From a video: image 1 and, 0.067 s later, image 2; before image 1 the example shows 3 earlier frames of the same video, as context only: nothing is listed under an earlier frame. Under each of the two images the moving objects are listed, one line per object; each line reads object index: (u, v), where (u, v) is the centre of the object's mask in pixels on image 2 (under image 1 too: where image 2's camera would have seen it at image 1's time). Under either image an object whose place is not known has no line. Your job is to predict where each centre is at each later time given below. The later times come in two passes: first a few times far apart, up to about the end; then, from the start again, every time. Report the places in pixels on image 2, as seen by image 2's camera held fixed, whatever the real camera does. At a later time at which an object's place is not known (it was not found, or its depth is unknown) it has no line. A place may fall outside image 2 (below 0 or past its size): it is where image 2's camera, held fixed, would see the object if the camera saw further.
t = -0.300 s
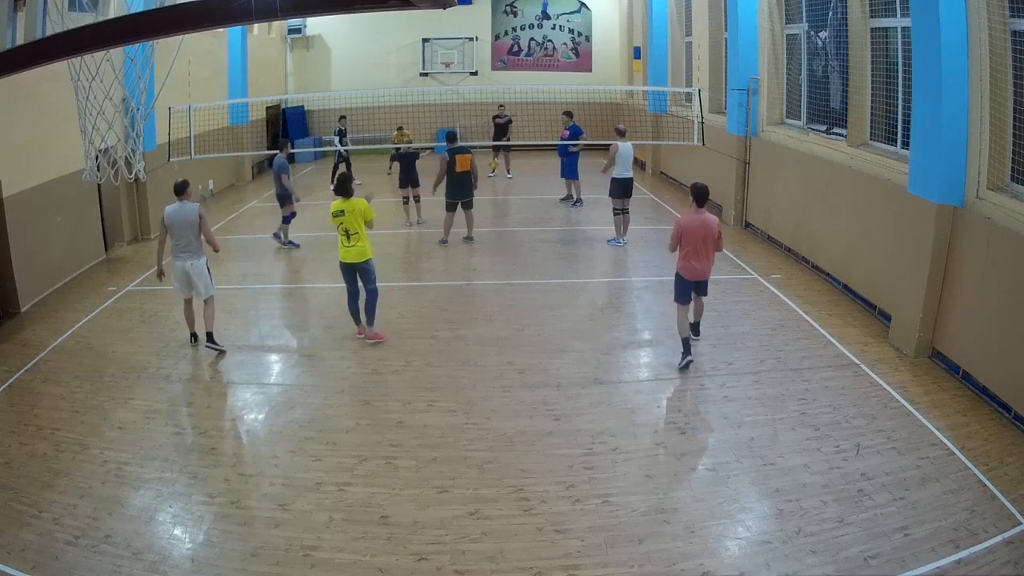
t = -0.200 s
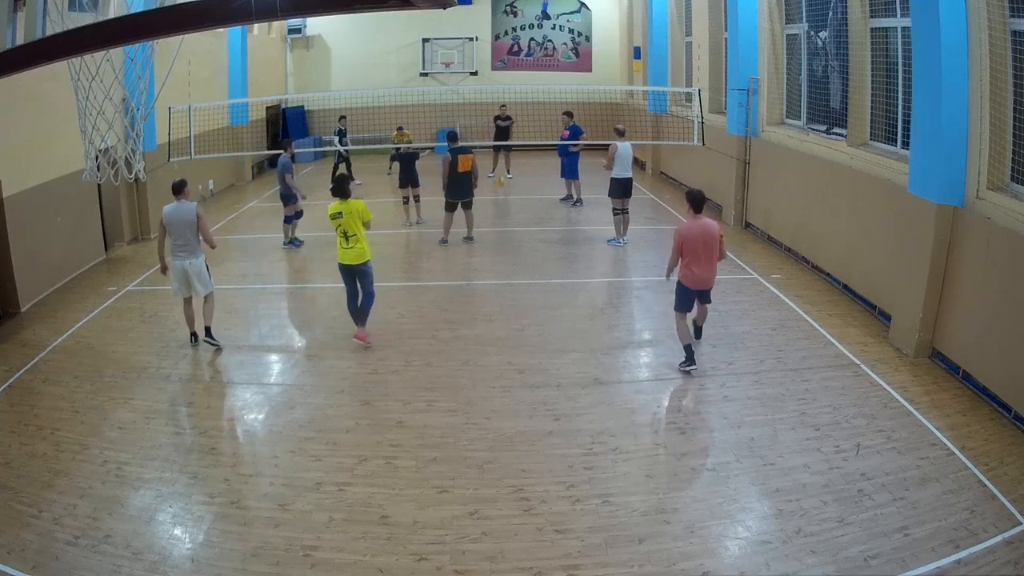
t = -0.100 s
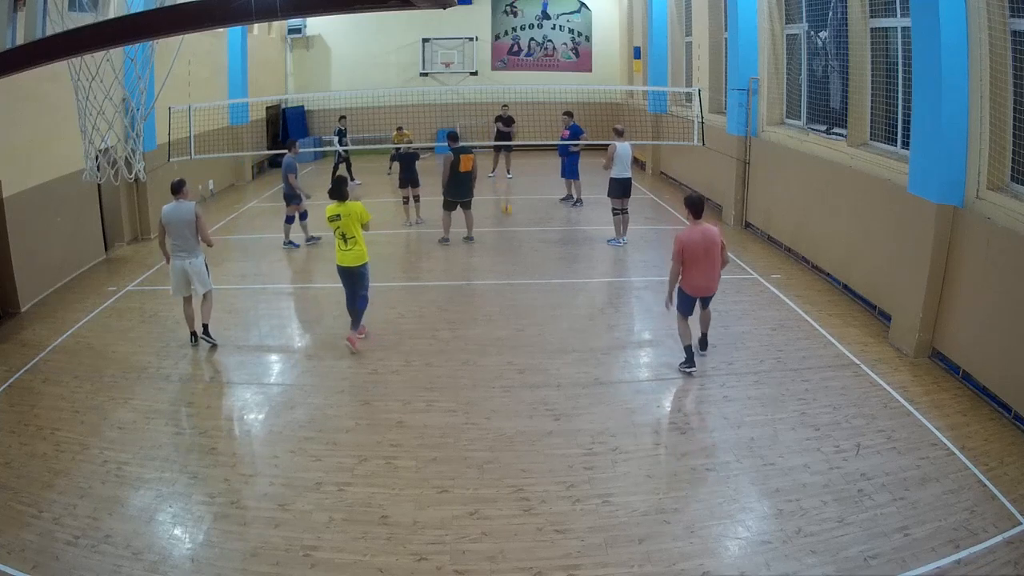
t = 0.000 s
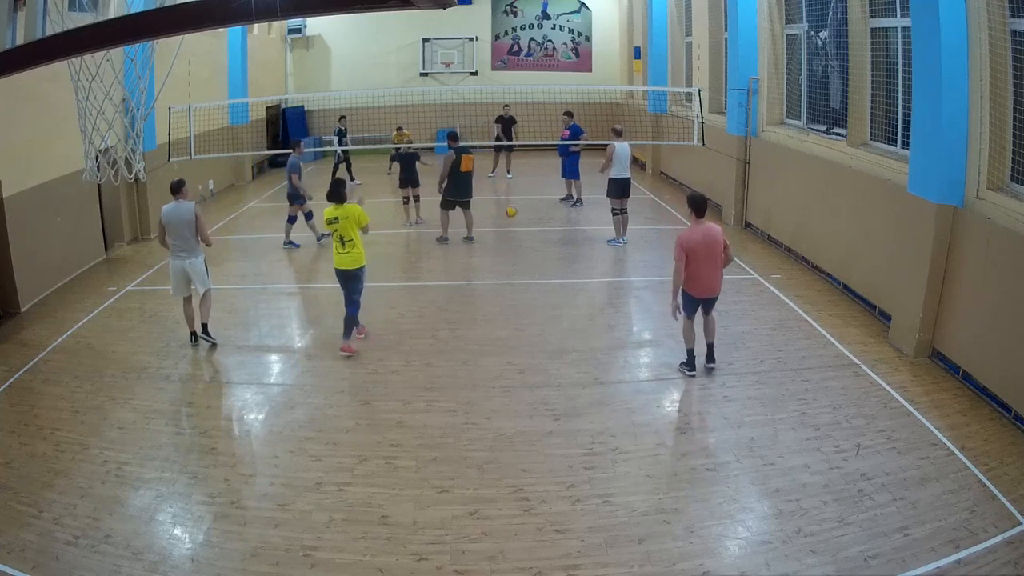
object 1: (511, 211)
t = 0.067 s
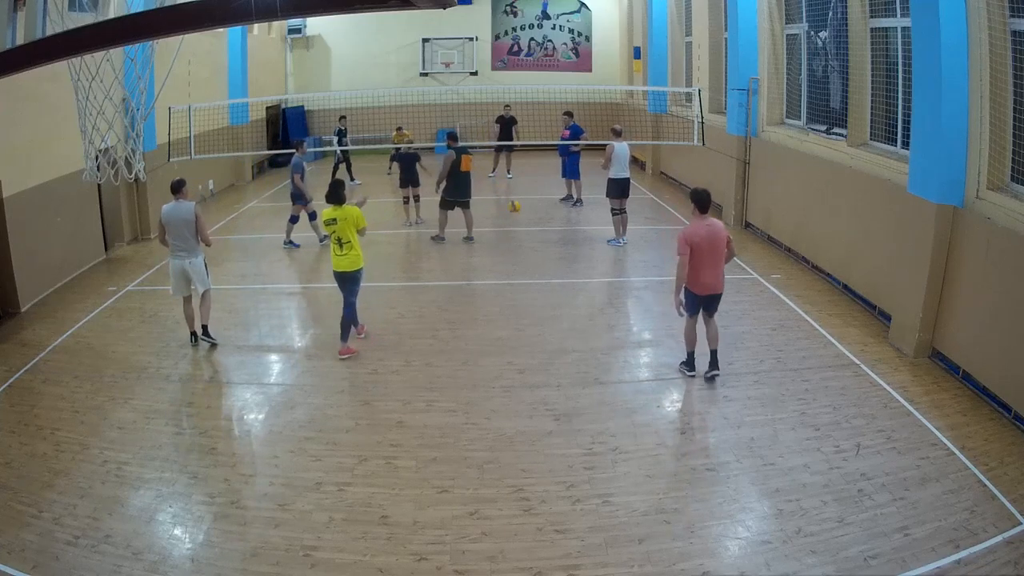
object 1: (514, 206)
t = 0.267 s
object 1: (522, 207)
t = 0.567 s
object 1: (538, 271)
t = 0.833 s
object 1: (559, 287)
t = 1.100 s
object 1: (587, 369)
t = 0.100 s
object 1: (515, 204)
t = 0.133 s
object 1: (516, 204)
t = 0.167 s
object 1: (518, 204)
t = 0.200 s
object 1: (519, 204)
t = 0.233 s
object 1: (521, 205)
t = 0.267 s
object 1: (522, 207)
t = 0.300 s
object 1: (524, 210)
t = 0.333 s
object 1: (526, 214)
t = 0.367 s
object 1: (527, 219)
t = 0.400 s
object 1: (529, 225)
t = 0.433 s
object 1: (531, 232)
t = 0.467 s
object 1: (532, 240)
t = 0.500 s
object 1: (535, 248)
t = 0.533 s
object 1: (537, 260)
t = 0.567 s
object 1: (538, 271)
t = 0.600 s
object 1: (540, 283)
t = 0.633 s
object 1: (542, 281)
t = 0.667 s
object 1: (545, 280)
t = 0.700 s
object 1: (548, 279)
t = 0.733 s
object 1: (551, 280)
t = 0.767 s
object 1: (553, 281)
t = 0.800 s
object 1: (556, 284)
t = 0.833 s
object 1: (559, 287)
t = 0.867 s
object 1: (562, 292)
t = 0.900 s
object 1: (566, 298)
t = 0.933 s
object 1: (569, 306)
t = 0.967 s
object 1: (572, 315)
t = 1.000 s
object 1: (576, 327)
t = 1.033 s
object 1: (579, 339)
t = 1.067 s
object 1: (583, 352)
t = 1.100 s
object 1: (587, 369)
